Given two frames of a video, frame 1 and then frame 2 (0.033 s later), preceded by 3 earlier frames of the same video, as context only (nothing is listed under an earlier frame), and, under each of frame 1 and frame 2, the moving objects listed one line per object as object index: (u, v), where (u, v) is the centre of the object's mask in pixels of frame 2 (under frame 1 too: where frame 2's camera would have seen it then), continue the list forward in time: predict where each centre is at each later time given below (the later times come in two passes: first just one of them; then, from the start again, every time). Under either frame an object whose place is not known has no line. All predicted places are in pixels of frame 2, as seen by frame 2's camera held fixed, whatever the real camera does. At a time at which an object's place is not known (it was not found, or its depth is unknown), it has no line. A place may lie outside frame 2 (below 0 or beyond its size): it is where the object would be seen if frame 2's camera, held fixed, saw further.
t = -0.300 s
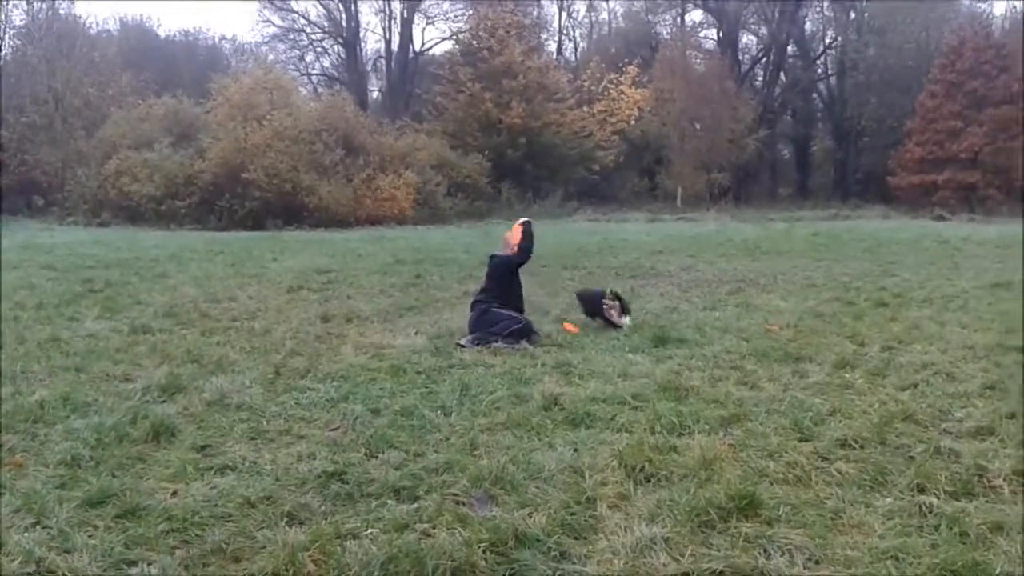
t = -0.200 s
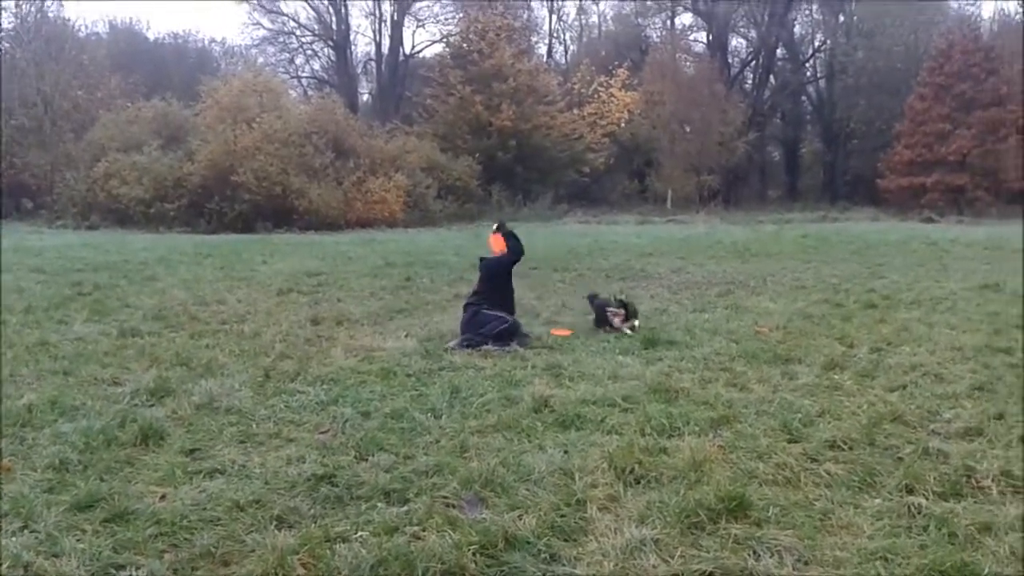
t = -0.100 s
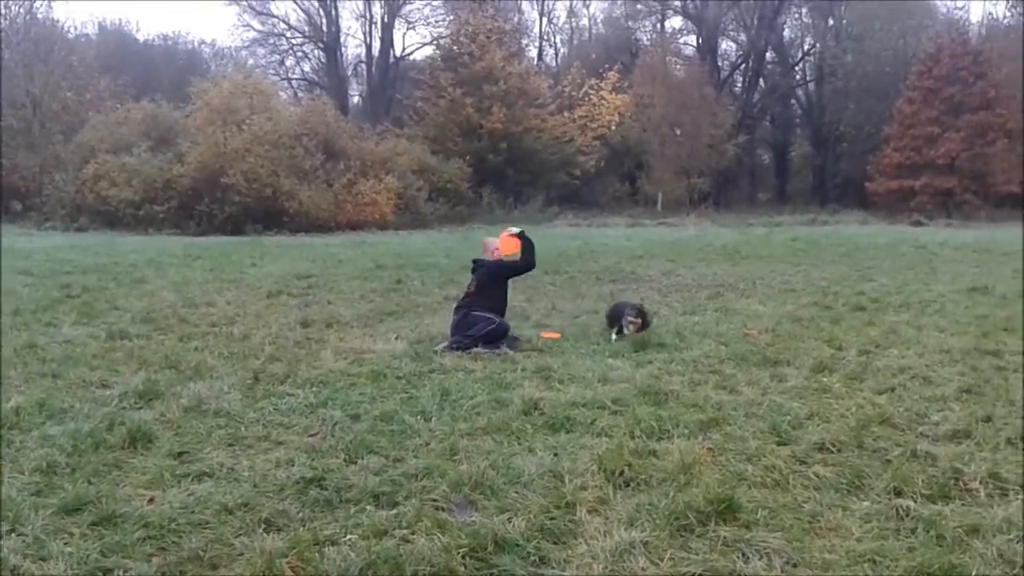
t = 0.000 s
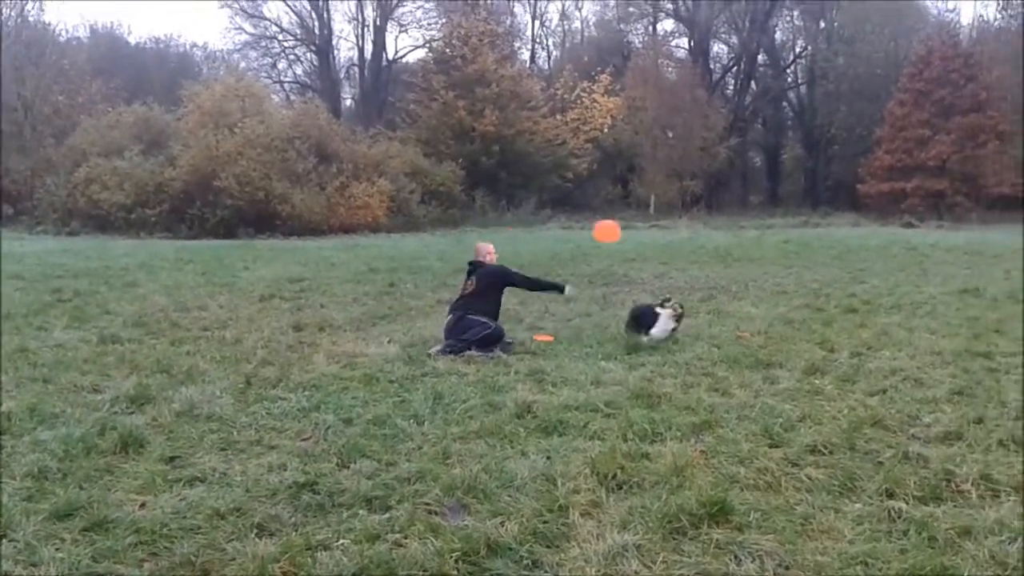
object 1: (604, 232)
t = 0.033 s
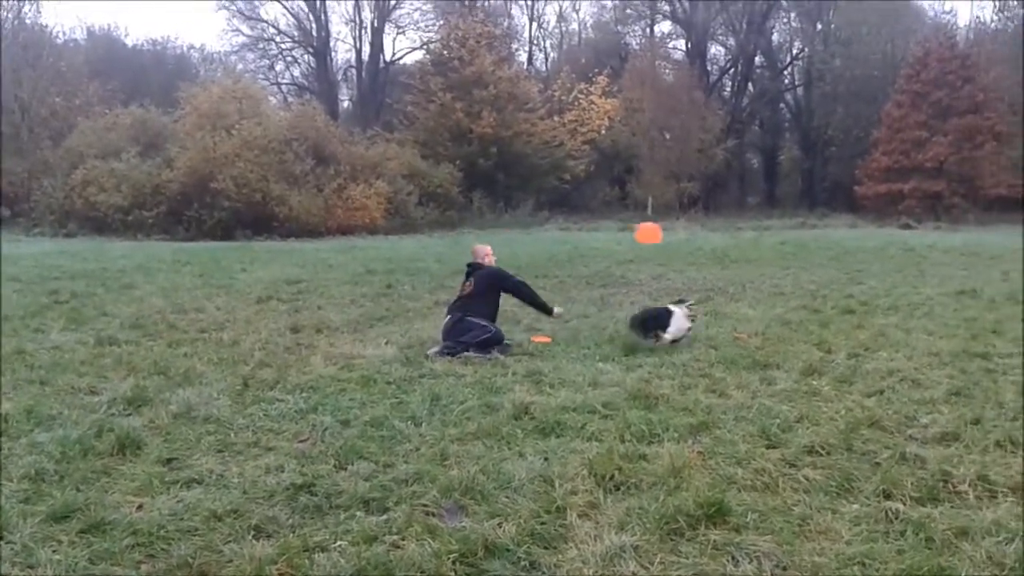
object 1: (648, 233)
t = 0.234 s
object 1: (903, 268)
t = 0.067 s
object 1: (691, 235)
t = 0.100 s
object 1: (734, 239)
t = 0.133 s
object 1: (776, 245)
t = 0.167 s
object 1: (818, 251)
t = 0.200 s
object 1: (861, 259)
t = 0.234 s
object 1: (903, 268)
